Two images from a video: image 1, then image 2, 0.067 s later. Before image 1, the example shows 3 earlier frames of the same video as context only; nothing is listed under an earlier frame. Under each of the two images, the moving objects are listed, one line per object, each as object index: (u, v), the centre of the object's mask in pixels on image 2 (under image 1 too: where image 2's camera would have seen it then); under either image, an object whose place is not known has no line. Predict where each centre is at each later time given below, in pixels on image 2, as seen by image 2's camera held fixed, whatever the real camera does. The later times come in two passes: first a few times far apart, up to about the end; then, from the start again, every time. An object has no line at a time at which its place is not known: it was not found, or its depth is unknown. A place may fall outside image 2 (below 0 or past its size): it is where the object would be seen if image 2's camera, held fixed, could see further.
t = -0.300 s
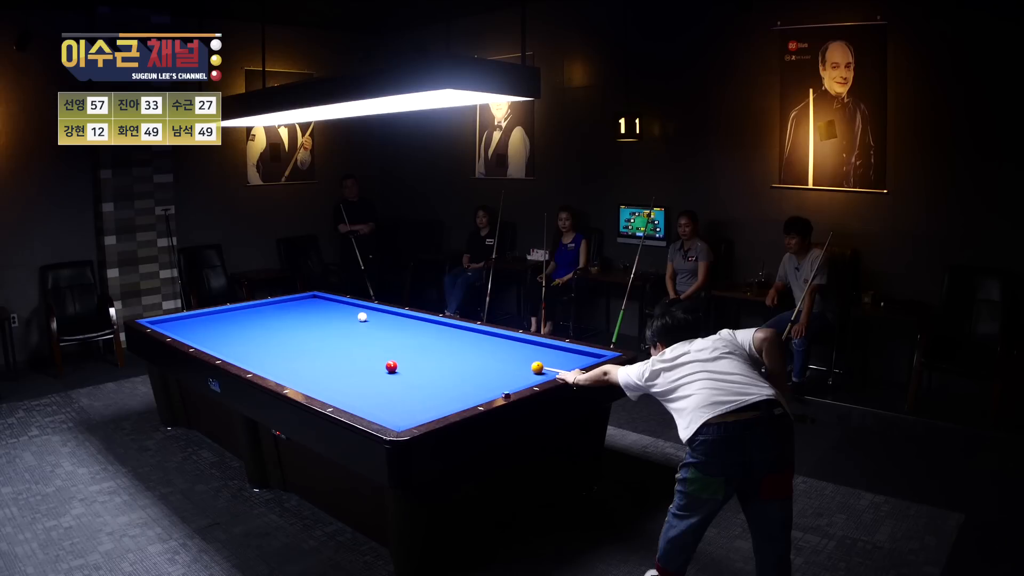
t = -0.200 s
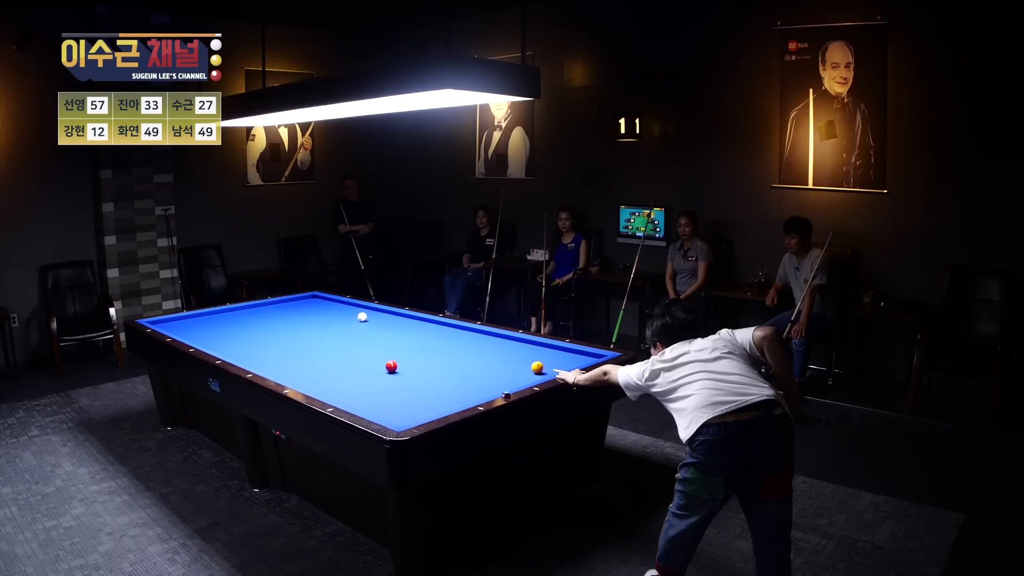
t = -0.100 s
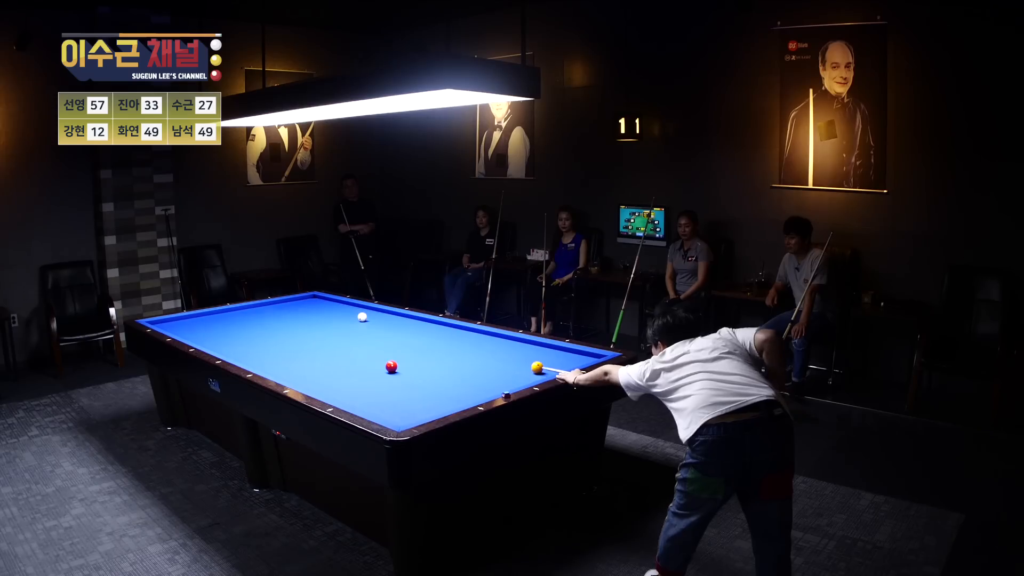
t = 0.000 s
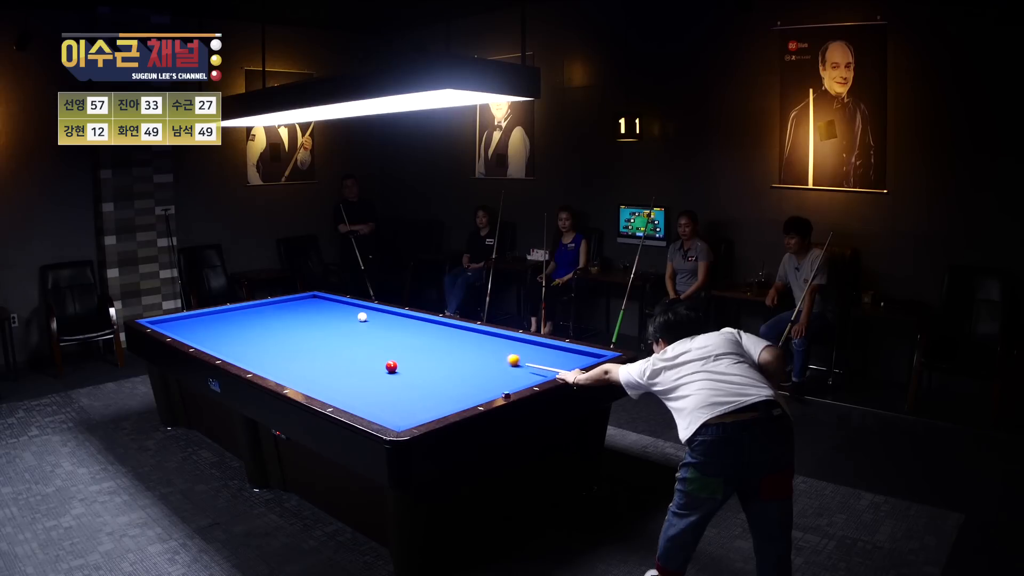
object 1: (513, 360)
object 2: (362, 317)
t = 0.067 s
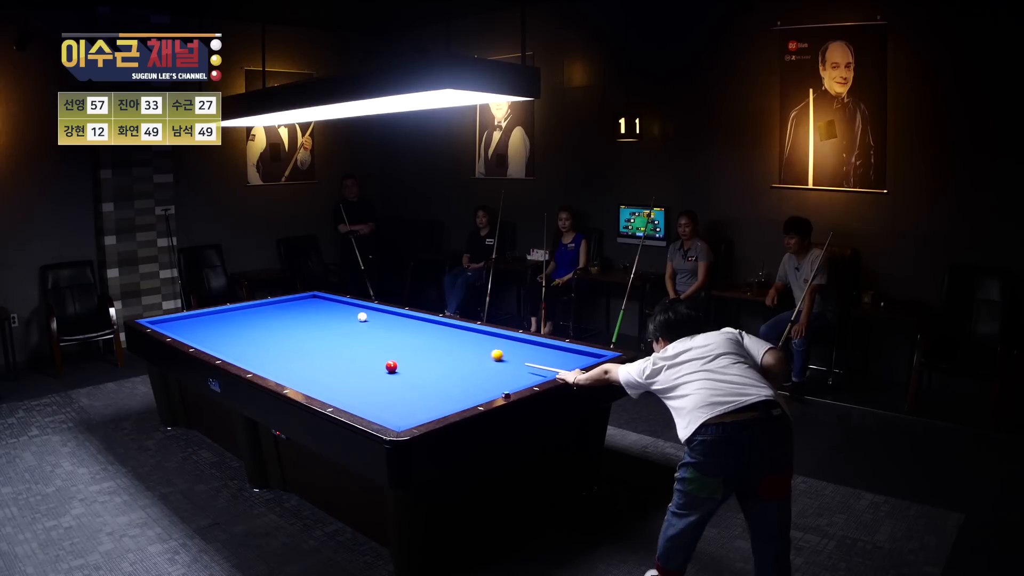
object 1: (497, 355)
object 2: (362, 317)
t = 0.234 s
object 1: (462, 344)
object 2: (362, 317)
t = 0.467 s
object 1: (420, 331)
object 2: (362, 317)
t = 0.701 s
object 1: (383, 320)
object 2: (362, 317)
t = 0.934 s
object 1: (367, 310)
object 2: (347, 317)
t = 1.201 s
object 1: (338, 304)
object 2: (324, 318)
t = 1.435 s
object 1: (307, 301)
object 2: (304, 319)
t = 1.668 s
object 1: (287, 301)
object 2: (285, 320)
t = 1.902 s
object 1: (282, 307)
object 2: (266, 320)
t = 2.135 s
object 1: (277, 313)
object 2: (247, 321)
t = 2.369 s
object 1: (270, 319)
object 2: (229, 321)
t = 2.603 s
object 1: (264, 326)
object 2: (212, 322)
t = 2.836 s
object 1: (257, 333)
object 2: (195, 322)
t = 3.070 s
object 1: (249, 340)
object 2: (179, 323)
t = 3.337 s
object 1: (240, 350)
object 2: (161, 323)
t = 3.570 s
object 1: (234, 356)
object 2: (155, 322)
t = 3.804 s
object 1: (257, 359)
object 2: (158, 321)
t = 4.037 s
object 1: (279, 361)
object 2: (165, 320)
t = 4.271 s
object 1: (302, 363)
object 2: (172, 320)
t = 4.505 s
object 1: (325, 365)
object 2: (178, 319)
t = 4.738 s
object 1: (348, 366)
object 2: (184, 319)
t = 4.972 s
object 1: (371, 368)
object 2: (190, 319)
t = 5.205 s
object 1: (389, 371)
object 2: (196, 318)
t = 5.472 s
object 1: (405, 375)
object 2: (201, 318)
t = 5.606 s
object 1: (412, 377)
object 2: (204, 318)
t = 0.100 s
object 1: (490, 353)
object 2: (362, 317)
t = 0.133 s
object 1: (483, 351)
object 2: (362, 317)
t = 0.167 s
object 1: (475, 348)
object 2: (362, 317)
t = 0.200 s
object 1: (469, 346)
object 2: (362, 317)
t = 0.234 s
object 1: (462, 344)
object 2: (362, 317)
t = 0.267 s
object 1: (455, 342)
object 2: (362, 317)
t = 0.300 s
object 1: (449, 340)
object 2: (362, 317)
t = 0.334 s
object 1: (443, 338)
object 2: (362, 317)
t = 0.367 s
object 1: (437, 337)
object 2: (362, 317)
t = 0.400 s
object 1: (431, 335)
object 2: (362, 317)
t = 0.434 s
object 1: (425, 333)
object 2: (362, 317)
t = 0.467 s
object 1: (420, 331)
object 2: (362, 317)
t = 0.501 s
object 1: (414, 330)
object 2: (362, 317)
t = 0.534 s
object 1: (409, 328)
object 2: (362, 317)
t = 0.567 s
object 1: (404, 326)
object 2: (362, 317)
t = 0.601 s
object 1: (398, 325)
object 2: (362, 317)
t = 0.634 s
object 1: (393, 323)
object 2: (362, 317)
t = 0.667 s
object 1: (388, 322)
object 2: (362, 317)
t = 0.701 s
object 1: (383, 320)
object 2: (362, 317)
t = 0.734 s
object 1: (379, 319)
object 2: (362, 317)
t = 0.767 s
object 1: (374, 317)
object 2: (362, 317)
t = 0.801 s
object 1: (371, 316)
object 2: (361, 317)
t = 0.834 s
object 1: (371, 314)
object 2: (357, 317)
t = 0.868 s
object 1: (370, 313)
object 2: (353, 317)
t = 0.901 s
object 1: (369, 311)
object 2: (350, 317)
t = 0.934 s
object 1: (367, 310)
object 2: (347, 317)
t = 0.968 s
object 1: (366, 309)
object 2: (344, 317)
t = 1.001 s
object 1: (365, 307)
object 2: (341, 318)
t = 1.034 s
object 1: (363, 306)
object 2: (338, 318)
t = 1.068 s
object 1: (358, 306)
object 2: (335, 318)
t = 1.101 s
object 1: (353, 305)
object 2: (333, 318)
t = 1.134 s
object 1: (348, 305)
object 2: (330, 318)
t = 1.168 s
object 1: (343, 304)
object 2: (327, 318)
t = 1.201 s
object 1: (338, 304)
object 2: (324, 318)
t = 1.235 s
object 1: (334, 304)
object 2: (321, 318)
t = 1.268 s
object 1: (329, 303)
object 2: (318, 318)
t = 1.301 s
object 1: (325, 303)
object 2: (315, 318)
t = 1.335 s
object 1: (320, 302)
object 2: (312, 319)
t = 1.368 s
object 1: (316, 302)
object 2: (310, 319)
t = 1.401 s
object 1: (312, 301)
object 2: (307, 319)
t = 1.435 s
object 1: (307, 301)
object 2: (304, 319)
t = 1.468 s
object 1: (303, 301)
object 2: (301, 319)
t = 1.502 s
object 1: (299, 300)
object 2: (298, 319)
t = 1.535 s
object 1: (294, 300)
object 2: (296, 319)
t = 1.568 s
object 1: (290, 299)
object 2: (293, 319)
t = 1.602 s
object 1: (288, 300)
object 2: (290, 319)
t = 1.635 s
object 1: (287, 300)
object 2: (287, 320)
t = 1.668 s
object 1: (287, 301)
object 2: (285, 320)
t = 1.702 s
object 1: (287, 302)
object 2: (282, 320)
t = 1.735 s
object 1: (286, 303)
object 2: (279, 320)
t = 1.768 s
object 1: (286, 304)
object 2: (276, 320)
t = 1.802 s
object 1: (285, 305)
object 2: (274, 320)
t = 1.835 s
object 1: (284, 305)
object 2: (271, 320)
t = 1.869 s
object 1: (283, 306)
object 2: (268, 320)
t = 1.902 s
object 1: (282, 307)
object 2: (266, 320)
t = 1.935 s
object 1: (282, 308)
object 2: (263, 320)
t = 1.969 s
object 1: (281, 309)
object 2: (260, 320)
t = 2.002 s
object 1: (280, 310)
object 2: (258, 321)
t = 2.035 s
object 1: (279, 310)
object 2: (255, 321)
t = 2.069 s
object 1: (279, 311)
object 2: (252, 321)
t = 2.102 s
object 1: (278, 312)
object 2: (250, 321)
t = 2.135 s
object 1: (277, 313)
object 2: (247, 321)
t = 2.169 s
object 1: (276, 314)
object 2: (245, 321)
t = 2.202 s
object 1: (275, 315)
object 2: (242, 321)
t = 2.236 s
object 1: (274, 315)
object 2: (240, 321)
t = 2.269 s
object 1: (273, 316)
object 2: (237, 321)
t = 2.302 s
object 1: (272, 317)
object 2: (235, 321)
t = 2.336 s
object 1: (271, 318)
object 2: (232, 321)
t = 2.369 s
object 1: (270, 319)
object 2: (229, 321)
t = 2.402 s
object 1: (269, 320)
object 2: (227, 321)
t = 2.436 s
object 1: (269, 321)
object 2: (224, 321)
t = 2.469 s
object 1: (268, 322)
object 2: (222, 321)
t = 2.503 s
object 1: (267, 323)
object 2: (219, 322)
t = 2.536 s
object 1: (266, 324)
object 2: (217, 322)
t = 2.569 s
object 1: (265, 325)
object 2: (215, 322)
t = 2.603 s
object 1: (264, 326)
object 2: (212, 322)
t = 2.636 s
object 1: (263, 327)
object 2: (210, 322)
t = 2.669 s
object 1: (262, 328)
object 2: (207, 322)
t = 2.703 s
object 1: (261, 329)
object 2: (205, 322)
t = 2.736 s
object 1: (260, 330)
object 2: (202, 322)
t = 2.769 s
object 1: (259, 331)
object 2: (200, 322)
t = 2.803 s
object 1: (258, 332)
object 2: (198, 322)
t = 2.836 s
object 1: (257, 333)
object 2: (195, 322)
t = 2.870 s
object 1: (256, 334)
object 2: (193, 322)
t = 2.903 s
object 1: (255, 335)
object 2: (191, 323)
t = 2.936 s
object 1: (254, 336)
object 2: (188, 323)
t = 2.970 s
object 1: (253, 337)
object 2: (186, 323)
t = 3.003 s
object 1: (252, 338)
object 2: (184, 323)
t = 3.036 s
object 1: (250, 339)
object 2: (181, 323)
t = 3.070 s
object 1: (249, 340)
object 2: (179, 323)
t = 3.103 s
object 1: (248, 341)
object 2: (177, 323)
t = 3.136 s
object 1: (247, 342)
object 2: (174, 323)
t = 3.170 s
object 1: (246, 344)
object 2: (172, 323)
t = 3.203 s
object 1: (245, 345)
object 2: (170, 323)
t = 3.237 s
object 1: (243, 346)
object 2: (167, 323)
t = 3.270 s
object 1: (242, 347)
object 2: (165, 323)
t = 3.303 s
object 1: (241, 348)
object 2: (163, 323)
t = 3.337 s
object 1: (240, 350)
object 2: (161, 323)
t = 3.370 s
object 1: (239, 351)
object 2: (159, 323)
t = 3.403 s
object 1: (238, 352)
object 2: (157, 323)
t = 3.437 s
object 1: (236, 353)
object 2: (155, 323)
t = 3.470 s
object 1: (235, 354)
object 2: (153, 322)
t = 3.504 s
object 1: (234, 355)
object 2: (154, 322)
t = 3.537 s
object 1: (233, 356)
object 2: (154, 322)
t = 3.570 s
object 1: (234, 356)
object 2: (155, 322)
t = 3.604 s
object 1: (237, 357)
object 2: (155, 322)
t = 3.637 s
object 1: (241, 357)
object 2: (156, 322)
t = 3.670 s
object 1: (244, 358)
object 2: (156, 322)
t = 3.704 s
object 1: (247, 358)
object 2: (157, 321)
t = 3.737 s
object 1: (250, 359)
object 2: (157, 321)
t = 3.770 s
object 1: (253, 359)
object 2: (158, 321)
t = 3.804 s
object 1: (257, 359)
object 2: (158, 321)
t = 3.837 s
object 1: (260, 360)
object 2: (159, 320)
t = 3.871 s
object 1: (263, 360)
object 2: (160, 320)
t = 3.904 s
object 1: (266, 360)
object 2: (161, 320)
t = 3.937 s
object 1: (269, 360)
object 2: (162, 320)
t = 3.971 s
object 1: (273, 361)
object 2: (163, 320)
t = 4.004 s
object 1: (276, 361)
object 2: (164, 320)
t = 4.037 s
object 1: (279, 361)
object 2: (165, 320)
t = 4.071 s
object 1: (282, 361)
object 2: (166, 320)
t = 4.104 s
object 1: (286, 362)
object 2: (167, 320)
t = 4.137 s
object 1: (289, 362)
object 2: (168, 320)
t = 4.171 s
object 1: (292, 362)
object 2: (169, 320)
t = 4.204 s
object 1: (295, 362)
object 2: (170, 320)
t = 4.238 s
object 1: (299, 363)
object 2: (171, 320)
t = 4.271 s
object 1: (302, 363)
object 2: (172, 320)
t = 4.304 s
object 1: (305, 363)
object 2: (173, 320)
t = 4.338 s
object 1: (308, 364)
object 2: (174, 320)
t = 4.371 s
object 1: (312, 364)
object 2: (174, 319)
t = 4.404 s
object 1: (315, 364)
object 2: (175, 319)
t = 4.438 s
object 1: (318, 364)
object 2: (176, 320)
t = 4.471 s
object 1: (322, 365)
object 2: (177, 319)
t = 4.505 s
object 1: (325, 365)
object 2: (178, 319)
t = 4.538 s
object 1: (328, 365)
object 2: (179, 319)
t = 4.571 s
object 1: (332, 365)
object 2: (180, 319)
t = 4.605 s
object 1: (335, 365)
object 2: (181, 319)
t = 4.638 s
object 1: (338, 366)
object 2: (182, 319)
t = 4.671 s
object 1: (341, 366)
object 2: (182, 319)
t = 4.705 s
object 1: (345, 366)
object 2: (183, 319)
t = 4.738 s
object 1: (348, 366)
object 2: (184, 319)
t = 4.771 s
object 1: (351, 367)
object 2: (185, 319)
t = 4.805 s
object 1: (355, 367)
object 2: (186, 319)
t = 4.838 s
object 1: (358, 367)
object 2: (187, 319)
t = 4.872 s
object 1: (361, 367)
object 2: (187, 319)
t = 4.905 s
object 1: (365, 368)
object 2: (188, 319)
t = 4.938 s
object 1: (368, 368)
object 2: (189, 319)
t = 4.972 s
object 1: (371, 368)
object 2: (190, 319)
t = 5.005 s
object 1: (375, 368)
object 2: (191, 319)
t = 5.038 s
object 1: (378, 369)
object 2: (192, 319)
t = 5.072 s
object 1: (381, 369)
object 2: (192, 318)
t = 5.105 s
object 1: (383, 369)
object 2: (193, 318)
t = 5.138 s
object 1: (385, 370)
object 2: (194, 318)
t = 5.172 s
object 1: (387, 370)
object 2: (195, 318)
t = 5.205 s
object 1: (389, 371)
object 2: (196, 318)
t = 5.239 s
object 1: (391, 371)
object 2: (196, 318)
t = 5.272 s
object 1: (393, 372)
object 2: (197, 318)
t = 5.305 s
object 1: (395, 372)
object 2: (198, 318)
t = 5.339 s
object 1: (397, 373)
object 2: (199, 318)
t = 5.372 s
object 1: (399, 373)
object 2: (199, 318)
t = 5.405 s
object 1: (401, 374)
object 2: (200, 318)
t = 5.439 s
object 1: (403, 374)
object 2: (201, 318)
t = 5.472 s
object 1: (405, 375)
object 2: (201, 318)
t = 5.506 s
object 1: (407, 375)
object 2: (202, 318)
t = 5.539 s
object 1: (408, 376)
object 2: (203, 318)
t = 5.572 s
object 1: (411, 376)
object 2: (204, 318)
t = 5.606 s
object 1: (412, 377)
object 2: (204, 318)
